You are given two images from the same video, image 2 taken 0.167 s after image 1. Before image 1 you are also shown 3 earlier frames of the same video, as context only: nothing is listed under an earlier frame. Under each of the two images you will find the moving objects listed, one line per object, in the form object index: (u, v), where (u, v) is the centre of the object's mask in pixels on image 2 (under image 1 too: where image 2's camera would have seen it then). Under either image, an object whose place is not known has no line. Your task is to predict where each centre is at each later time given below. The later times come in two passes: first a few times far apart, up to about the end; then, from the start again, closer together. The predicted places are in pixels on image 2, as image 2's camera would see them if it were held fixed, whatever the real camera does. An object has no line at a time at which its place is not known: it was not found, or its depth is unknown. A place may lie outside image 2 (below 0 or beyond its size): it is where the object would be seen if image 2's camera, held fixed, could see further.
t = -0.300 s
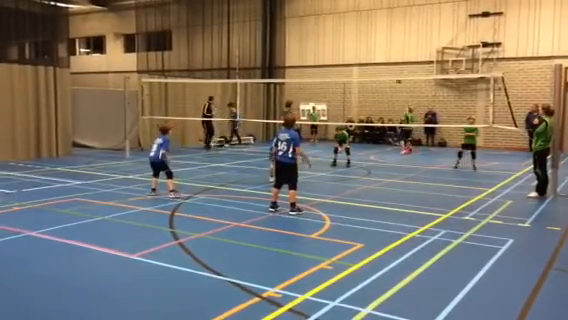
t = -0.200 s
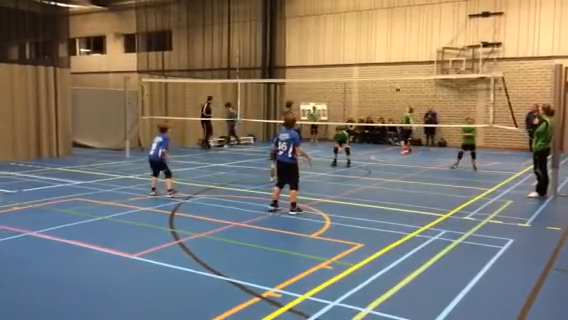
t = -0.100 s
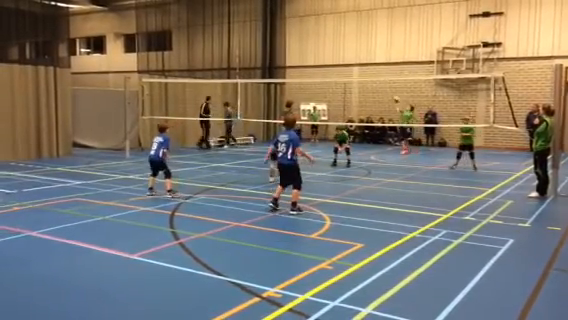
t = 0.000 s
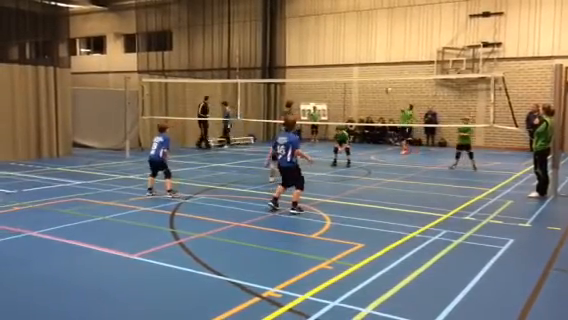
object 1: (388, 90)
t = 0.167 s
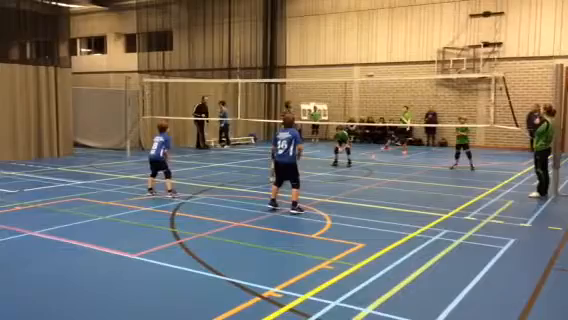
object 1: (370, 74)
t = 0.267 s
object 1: (357, 68)
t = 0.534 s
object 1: (316, 70)
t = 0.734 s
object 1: (277, 91)
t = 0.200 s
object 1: (364, 74)
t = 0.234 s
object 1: (360, 70)
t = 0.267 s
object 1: (357, 68)
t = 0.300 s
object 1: (352, 67)
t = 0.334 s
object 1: (348, 66)
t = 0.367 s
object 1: (344, 66)
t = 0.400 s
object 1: (338, 66)
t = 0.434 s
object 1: (333, 67)
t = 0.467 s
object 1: (329, 68)
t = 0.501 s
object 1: (322, 67)
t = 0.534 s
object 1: (316, 70)
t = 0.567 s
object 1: (310, 72)
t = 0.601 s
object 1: (303, 76)
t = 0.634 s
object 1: (298, 79)
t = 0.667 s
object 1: (291, 83)
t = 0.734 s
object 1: (277, 91)
